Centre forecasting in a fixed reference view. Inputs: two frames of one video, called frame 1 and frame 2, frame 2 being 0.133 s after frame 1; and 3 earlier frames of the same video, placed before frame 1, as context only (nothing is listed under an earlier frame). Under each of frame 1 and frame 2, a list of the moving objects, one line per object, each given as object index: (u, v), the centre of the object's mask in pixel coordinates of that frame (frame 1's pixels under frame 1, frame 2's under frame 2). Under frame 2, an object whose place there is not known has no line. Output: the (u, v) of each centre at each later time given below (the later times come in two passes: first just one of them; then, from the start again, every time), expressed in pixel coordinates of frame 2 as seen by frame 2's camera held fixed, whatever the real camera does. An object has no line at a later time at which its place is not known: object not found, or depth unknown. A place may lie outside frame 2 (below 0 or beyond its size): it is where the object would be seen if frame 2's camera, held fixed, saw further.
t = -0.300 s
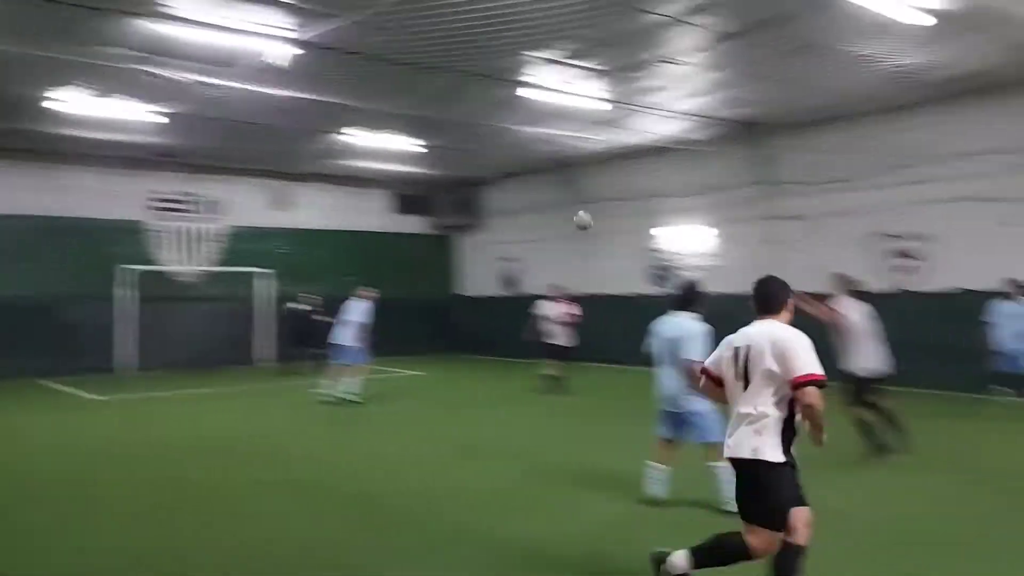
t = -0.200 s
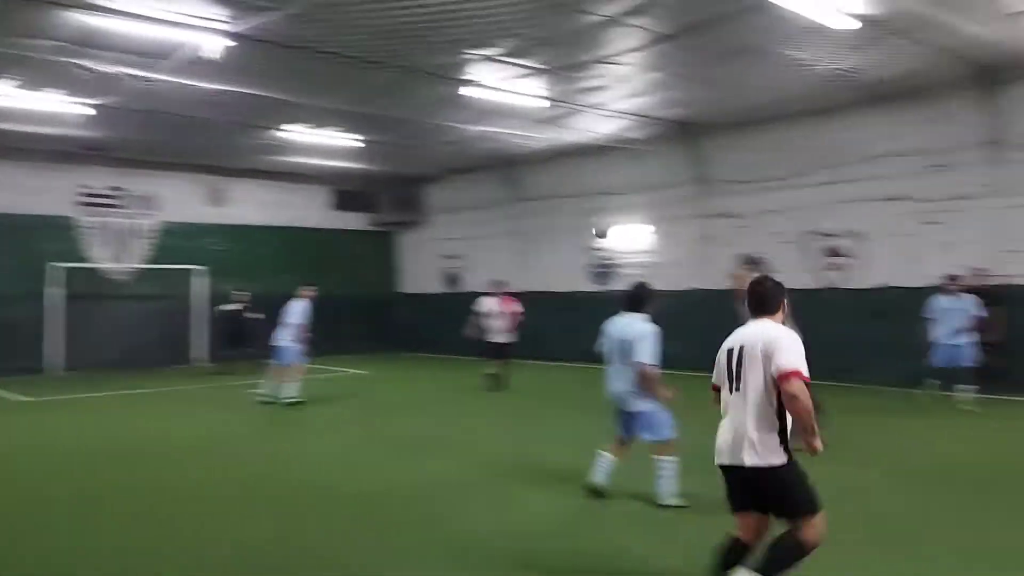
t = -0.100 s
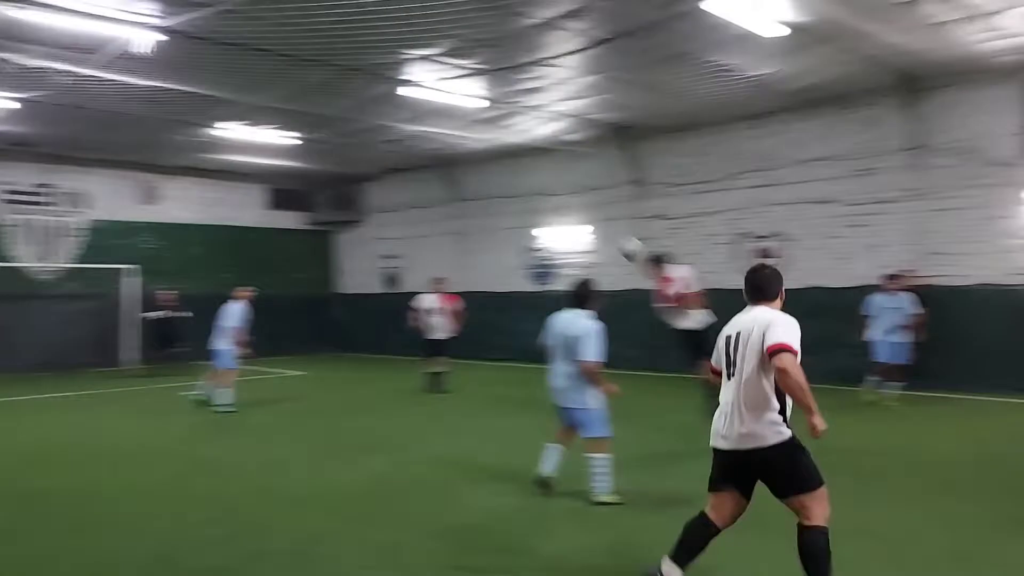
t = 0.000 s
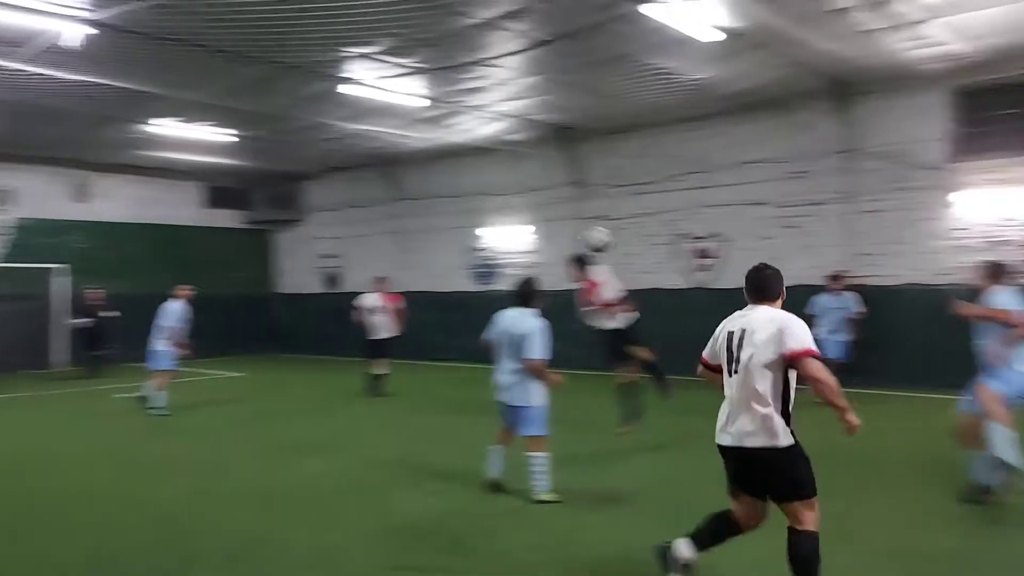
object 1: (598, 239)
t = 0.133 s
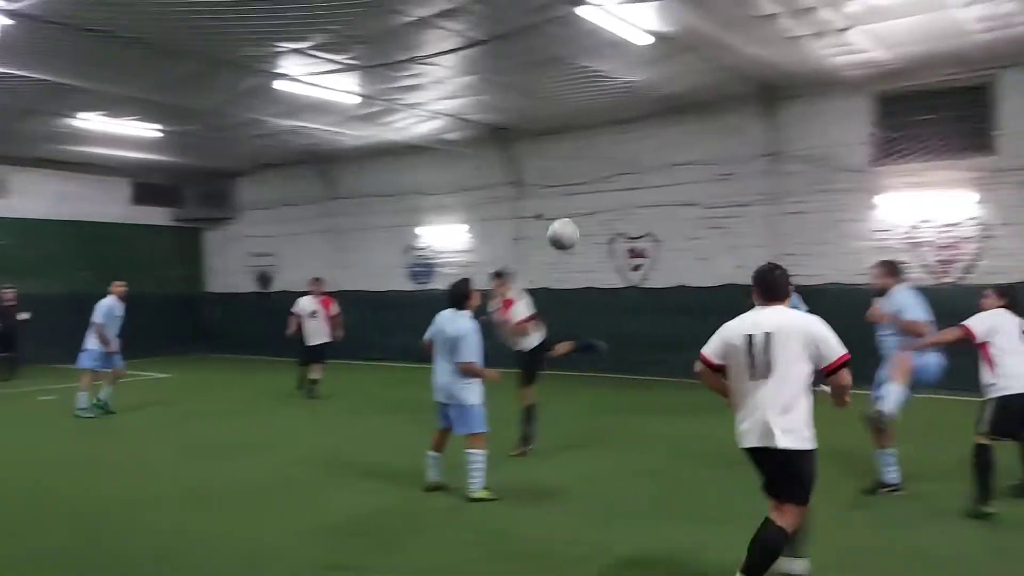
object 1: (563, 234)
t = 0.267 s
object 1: (610, 266)
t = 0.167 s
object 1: (573, 238)
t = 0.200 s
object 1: (584, 244)
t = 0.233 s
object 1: (596, 254)
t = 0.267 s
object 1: (610, 266)
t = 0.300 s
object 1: (628, 282)
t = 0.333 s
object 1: (650, 305)
